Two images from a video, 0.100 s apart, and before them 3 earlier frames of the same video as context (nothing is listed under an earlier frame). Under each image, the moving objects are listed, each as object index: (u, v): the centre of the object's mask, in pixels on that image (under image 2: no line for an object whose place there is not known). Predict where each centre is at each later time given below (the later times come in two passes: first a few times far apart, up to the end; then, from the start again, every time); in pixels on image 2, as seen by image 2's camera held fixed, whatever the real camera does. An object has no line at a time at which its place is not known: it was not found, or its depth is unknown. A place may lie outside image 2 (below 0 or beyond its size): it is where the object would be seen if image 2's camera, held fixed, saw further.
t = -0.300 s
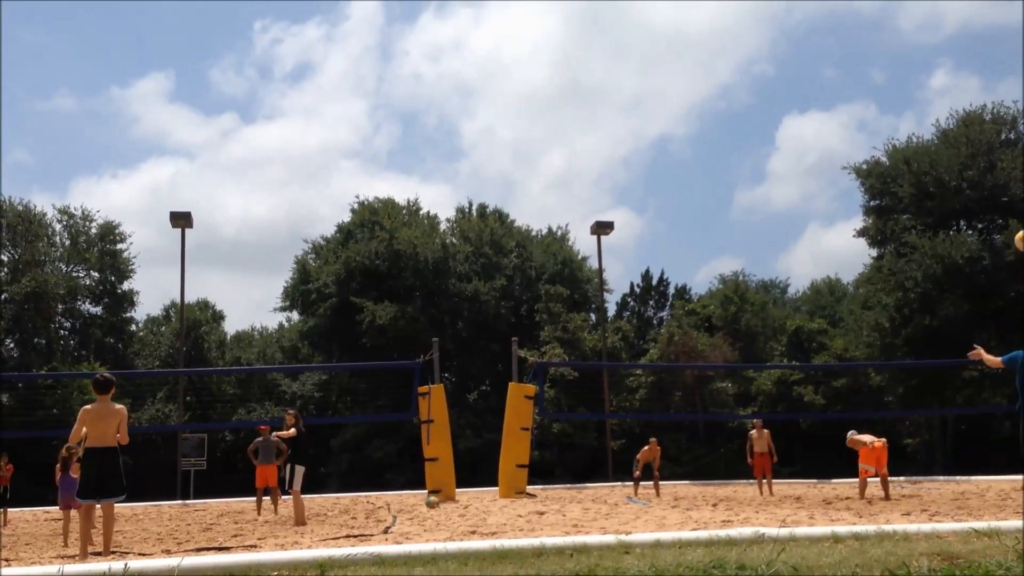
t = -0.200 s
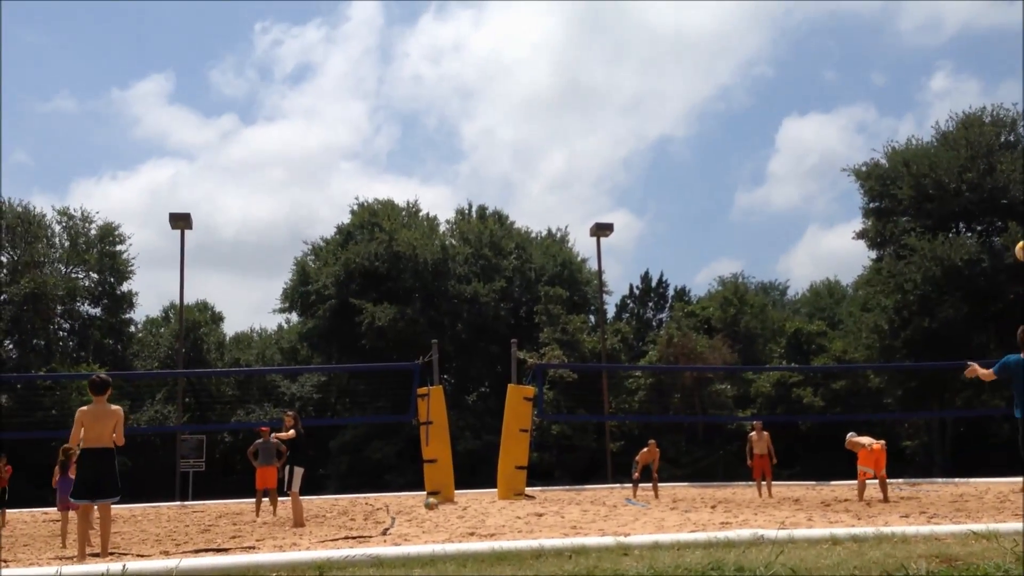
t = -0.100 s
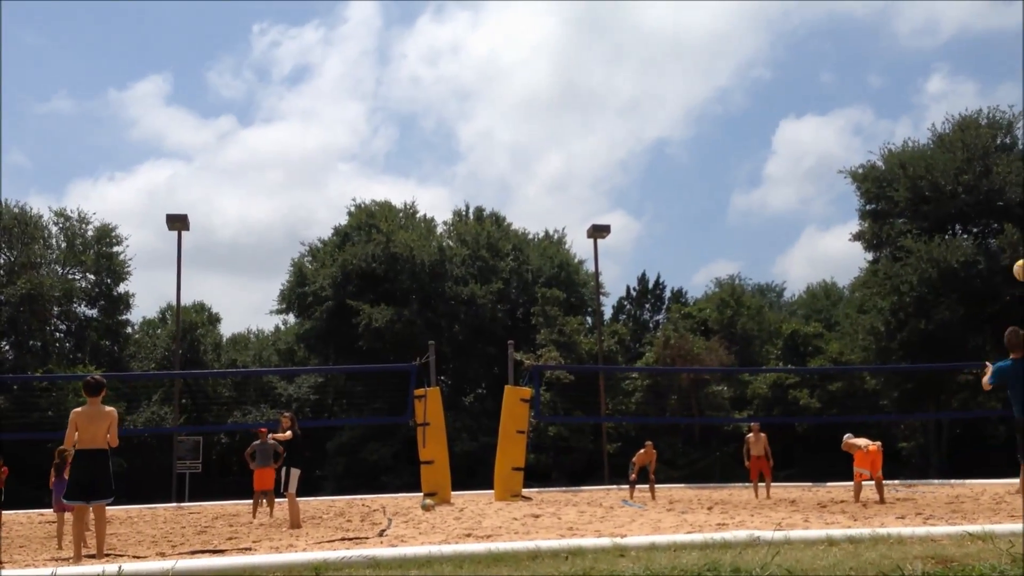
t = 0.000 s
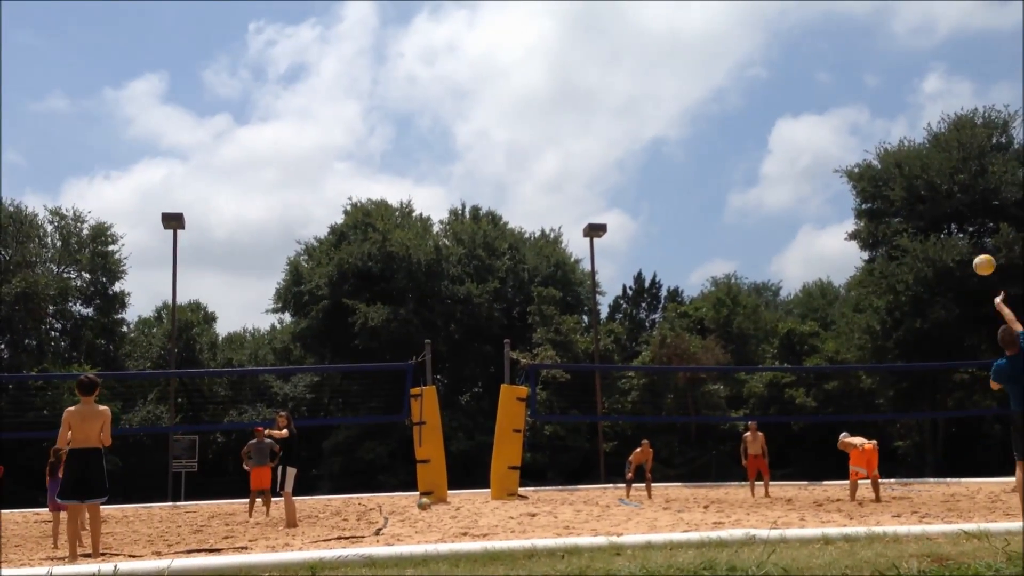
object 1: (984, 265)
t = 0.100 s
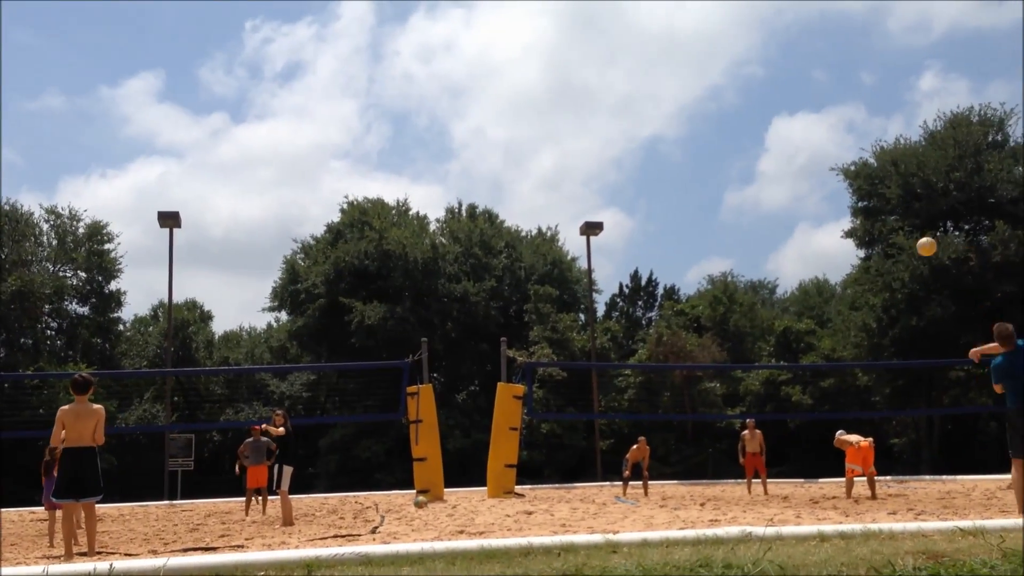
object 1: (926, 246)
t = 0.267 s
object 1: (860, 239)
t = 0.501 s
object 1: (797, 258)
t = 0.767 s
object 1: (756, 309)
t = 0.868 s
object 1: (743, 333)
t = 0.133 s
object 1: (911, 243)
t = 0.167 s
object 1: (897, 241)
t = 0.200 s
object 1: (884, 239)
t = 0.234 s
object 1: (872, 239)
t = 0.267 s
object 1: (860, 239)
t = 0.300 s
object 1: (850, 240)
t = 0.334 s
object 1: (839, 241)
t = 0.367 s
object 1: (830, 244)
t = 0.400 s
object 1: (821, 246)
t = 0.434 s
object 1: (812, 250)
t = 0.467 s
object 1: (805, 253)
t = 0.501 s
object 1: (797, 258)
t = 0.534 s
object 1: (790, 263)
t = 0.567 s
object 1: (784, 268)
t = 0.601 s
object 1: (779, 274)
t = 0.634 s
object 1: (774, 280)
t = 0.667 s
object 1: (770, 286)
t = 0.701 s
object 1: (764, 294)
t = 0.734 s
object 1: (759, 301)
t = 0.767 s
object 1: (756, 309)
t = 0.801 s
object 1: (751, 316)
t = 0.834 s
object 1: (747, 324)
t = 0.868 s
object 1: (743, 333)
